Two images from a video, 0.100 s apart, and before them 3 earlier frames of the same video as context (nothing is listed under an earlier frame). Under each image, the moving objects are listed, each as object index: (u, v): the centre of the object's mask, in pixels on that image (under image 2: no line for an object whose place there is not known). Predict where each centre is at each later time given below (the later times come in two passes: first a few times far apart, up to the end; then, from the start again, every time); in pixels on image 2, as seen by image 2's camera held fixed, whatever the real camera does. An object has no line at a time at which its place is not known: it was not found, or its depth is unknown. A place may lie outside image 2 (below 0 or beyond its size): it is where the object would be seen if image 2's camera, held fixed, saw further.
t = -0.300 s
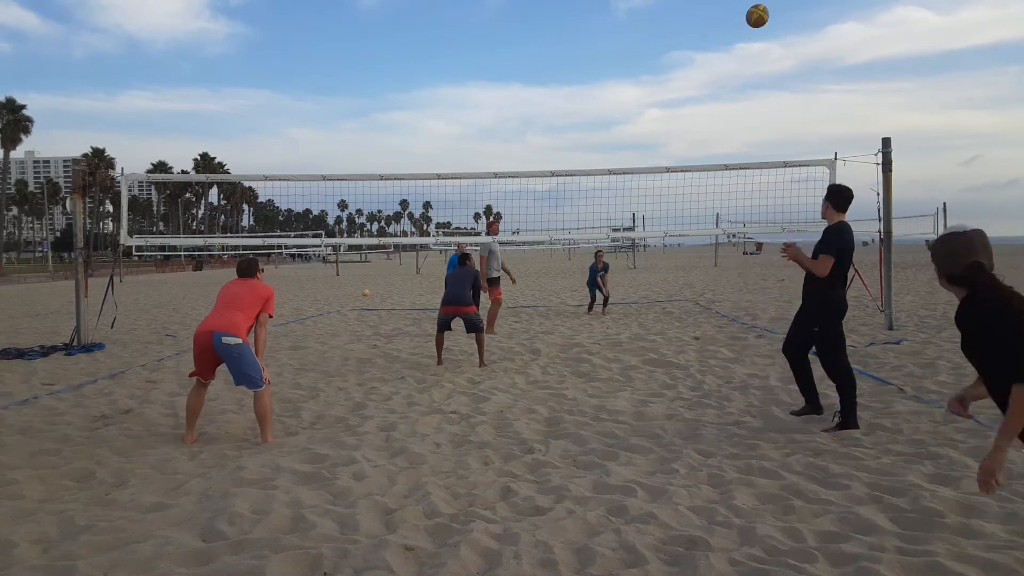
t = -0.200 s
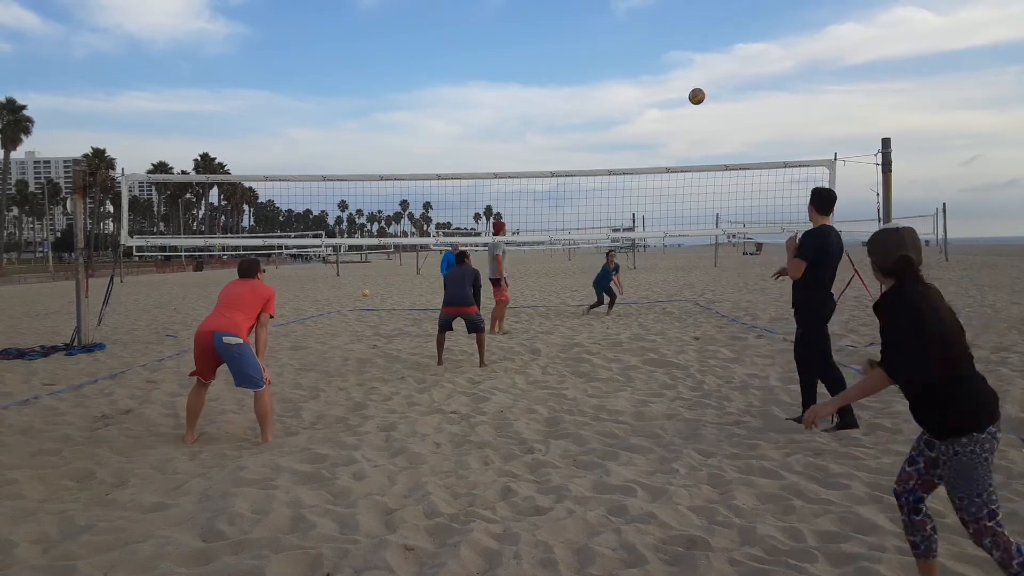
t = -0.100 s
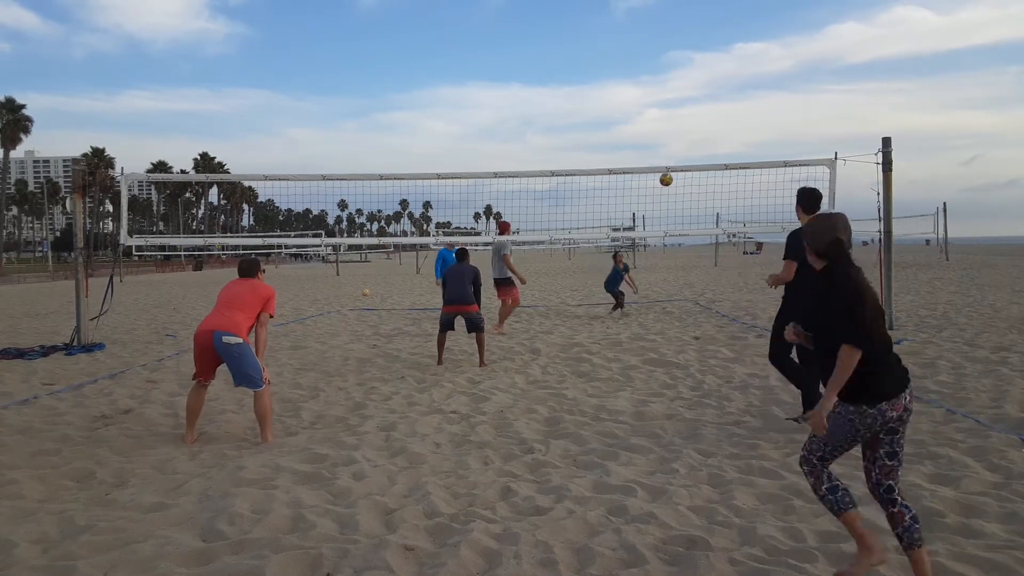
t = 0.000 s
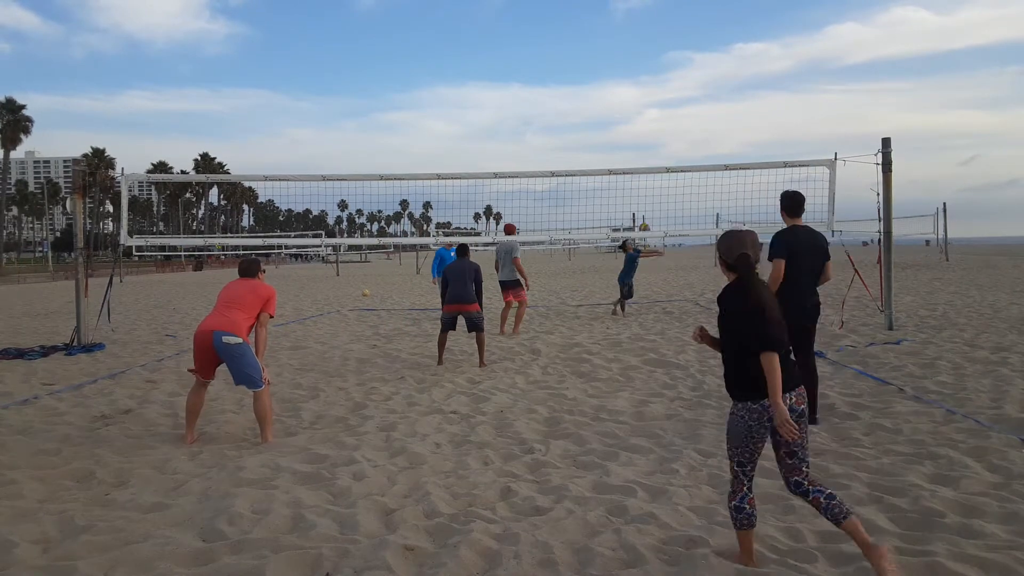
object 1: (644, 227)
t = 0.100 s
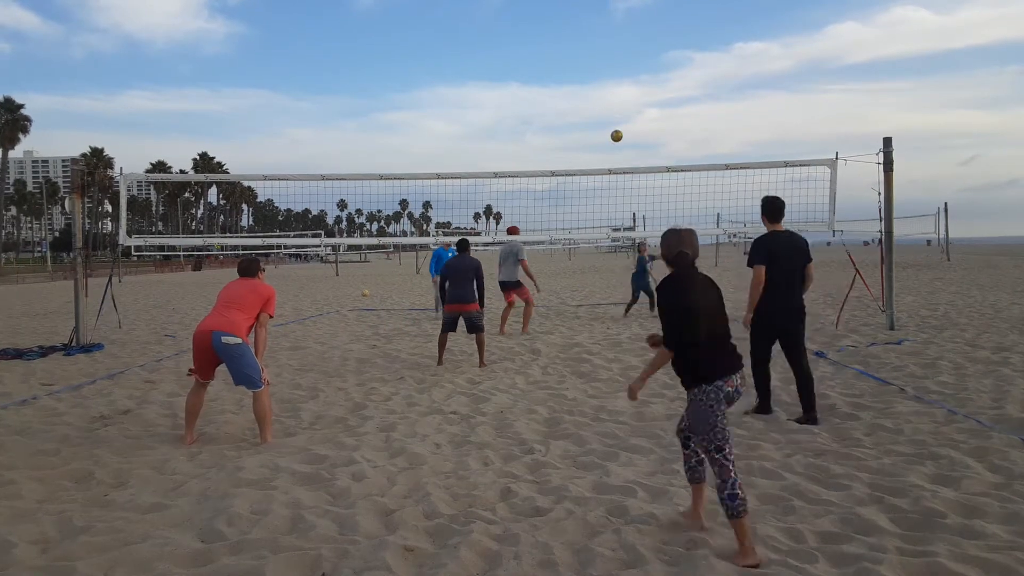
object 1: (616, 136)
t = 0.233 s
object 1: (571, 77)
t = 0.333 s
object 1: (532, 87)
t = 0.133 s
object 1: (605, 114)
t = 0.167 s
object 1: (594, 97)
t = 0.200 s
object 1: (583, 85)
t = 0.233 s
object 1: (571, 77)
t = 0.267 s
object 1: (558, 75)
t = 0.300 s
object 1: (546, 78)
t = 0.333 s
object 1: (532, 87)
